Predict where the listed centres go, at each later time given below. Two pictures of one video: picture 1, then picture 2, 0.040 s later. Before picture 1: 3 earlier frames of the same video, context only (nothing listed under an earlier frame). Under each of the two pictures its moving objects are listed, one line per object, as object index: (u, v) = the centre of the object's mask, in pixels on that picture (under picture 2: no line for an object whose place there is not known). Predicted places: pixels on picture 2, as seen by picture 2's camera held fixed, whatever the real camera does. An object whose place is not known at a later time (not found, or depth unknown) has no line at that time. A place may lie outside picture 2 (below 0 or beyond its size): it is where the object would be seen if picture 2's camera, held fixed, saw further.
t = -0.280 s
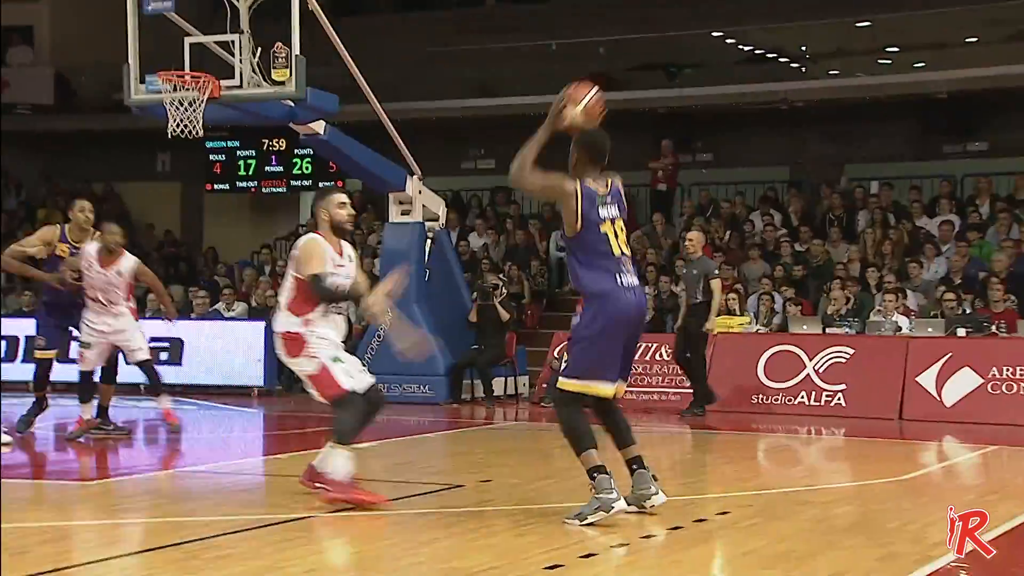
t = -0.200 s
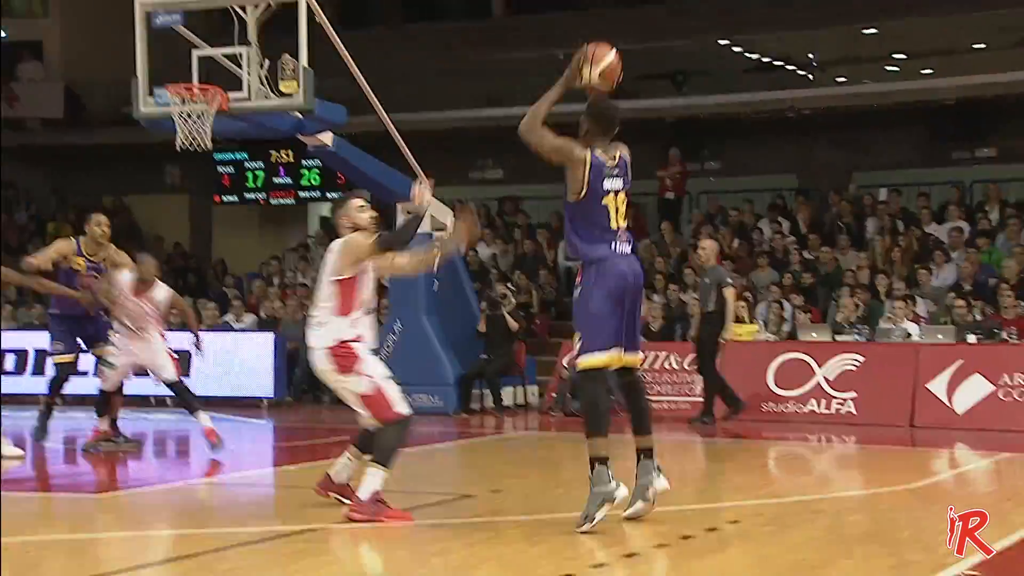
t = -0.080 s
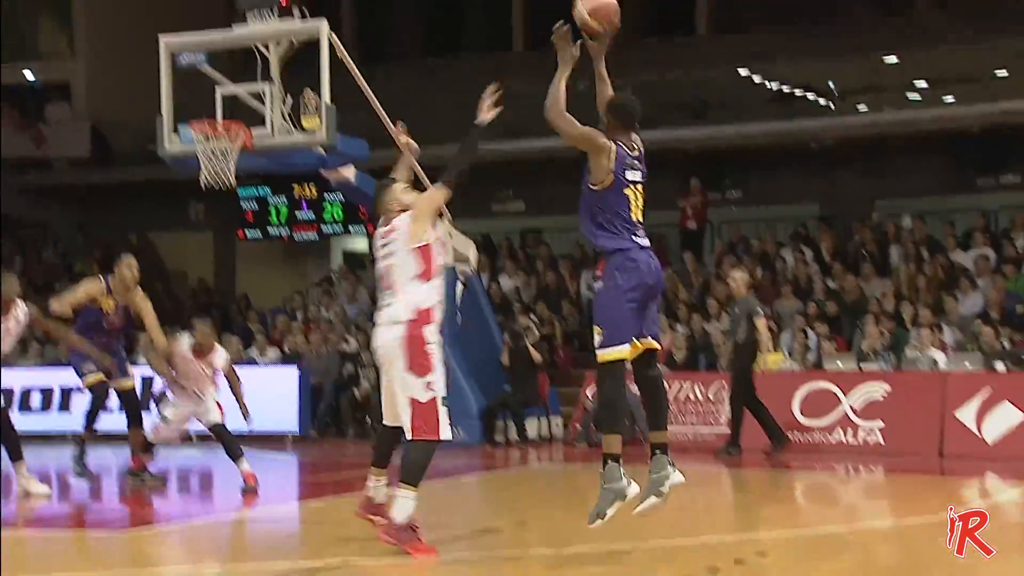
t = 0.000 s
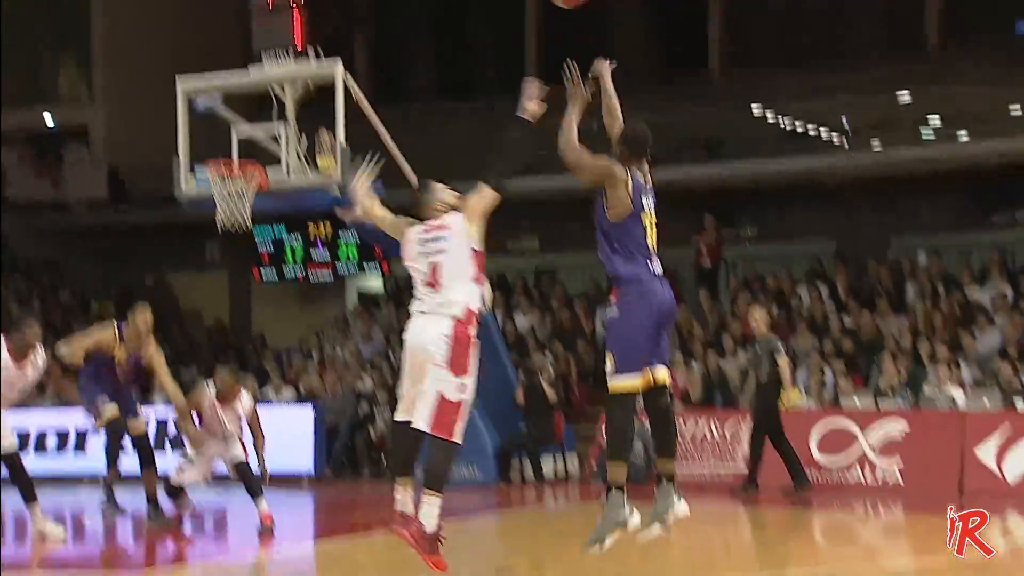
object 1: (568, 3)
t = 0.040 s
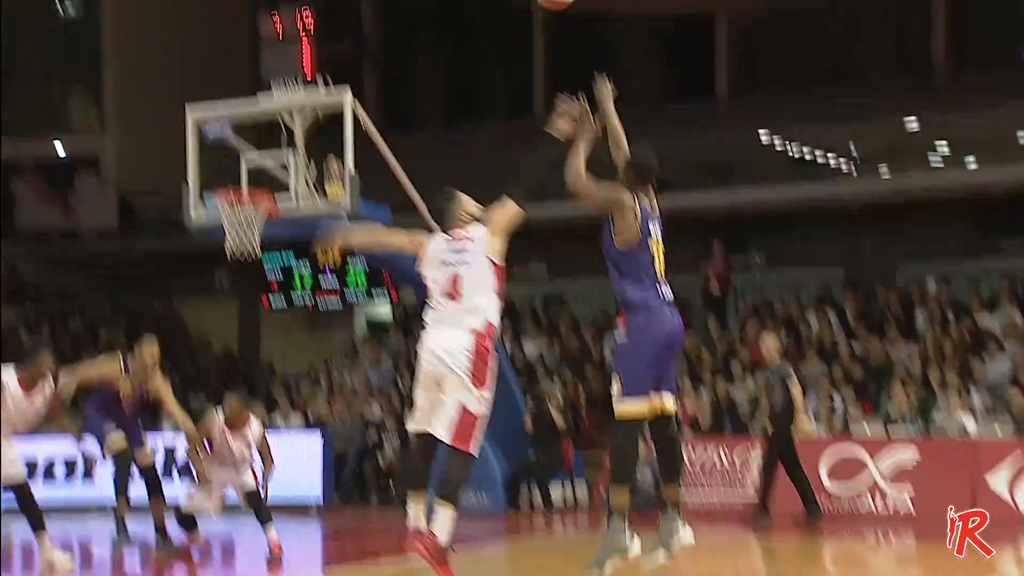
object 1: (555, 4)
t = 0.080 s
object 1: (537, -26)
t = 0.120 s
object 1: (519, -51)
